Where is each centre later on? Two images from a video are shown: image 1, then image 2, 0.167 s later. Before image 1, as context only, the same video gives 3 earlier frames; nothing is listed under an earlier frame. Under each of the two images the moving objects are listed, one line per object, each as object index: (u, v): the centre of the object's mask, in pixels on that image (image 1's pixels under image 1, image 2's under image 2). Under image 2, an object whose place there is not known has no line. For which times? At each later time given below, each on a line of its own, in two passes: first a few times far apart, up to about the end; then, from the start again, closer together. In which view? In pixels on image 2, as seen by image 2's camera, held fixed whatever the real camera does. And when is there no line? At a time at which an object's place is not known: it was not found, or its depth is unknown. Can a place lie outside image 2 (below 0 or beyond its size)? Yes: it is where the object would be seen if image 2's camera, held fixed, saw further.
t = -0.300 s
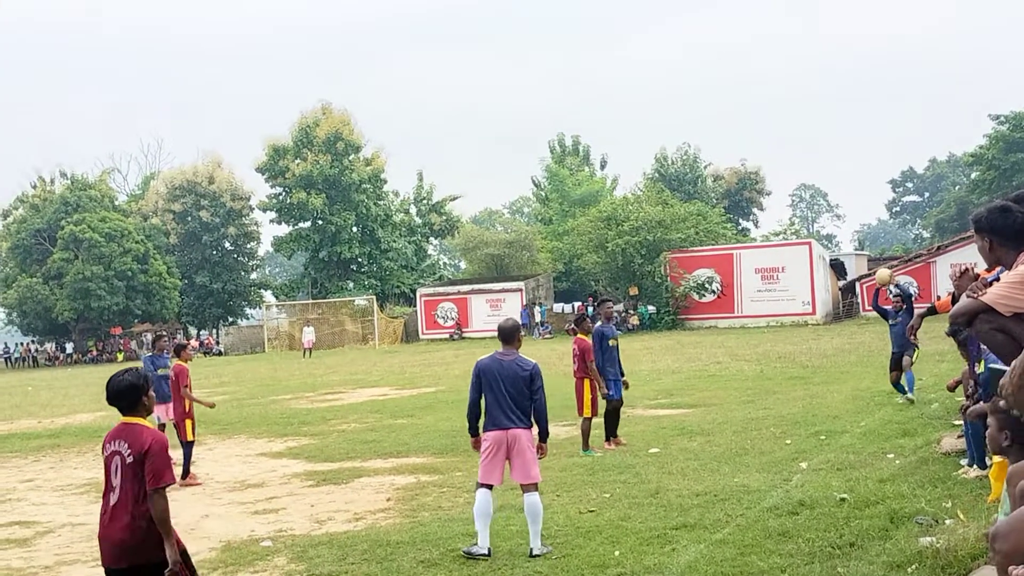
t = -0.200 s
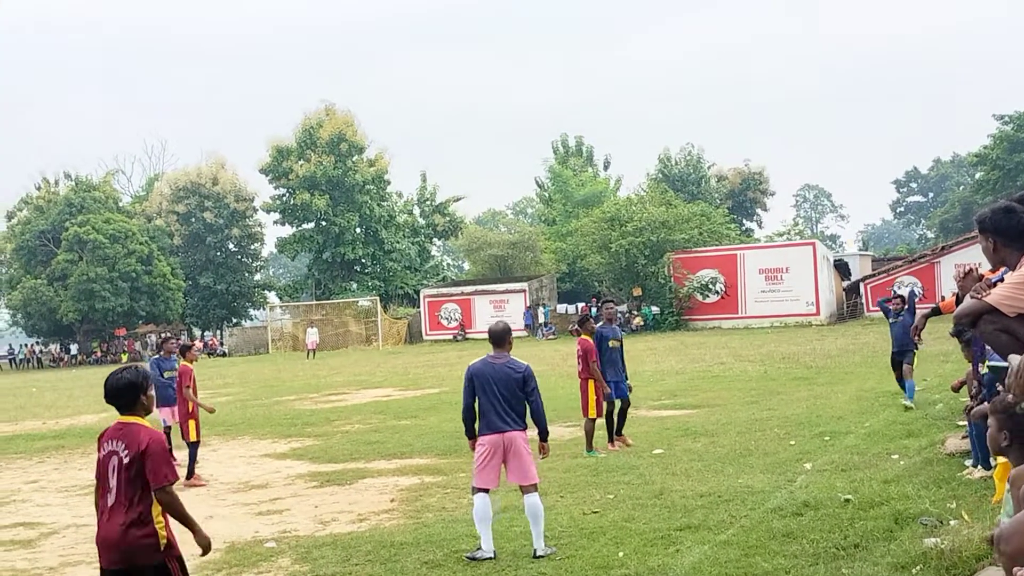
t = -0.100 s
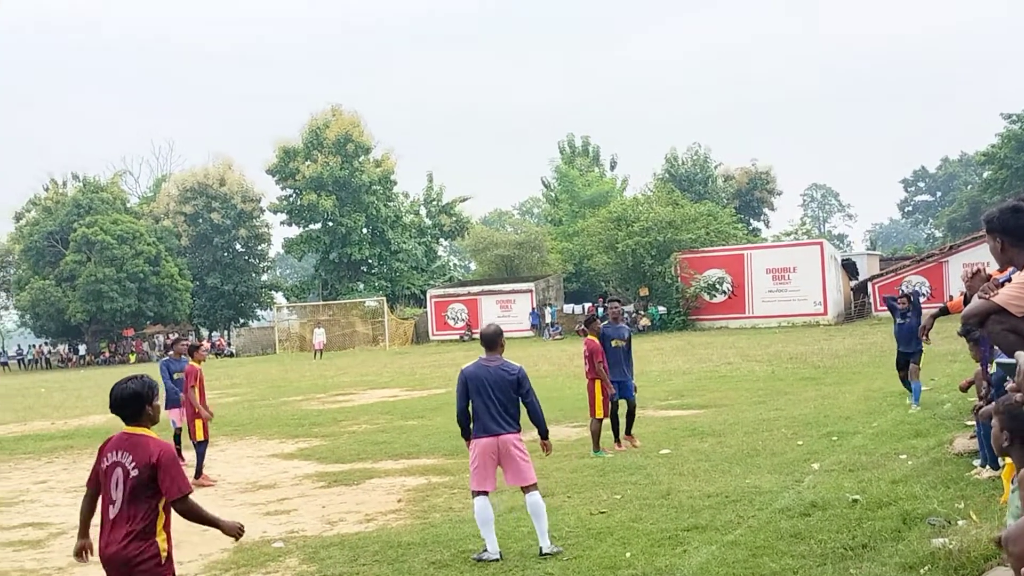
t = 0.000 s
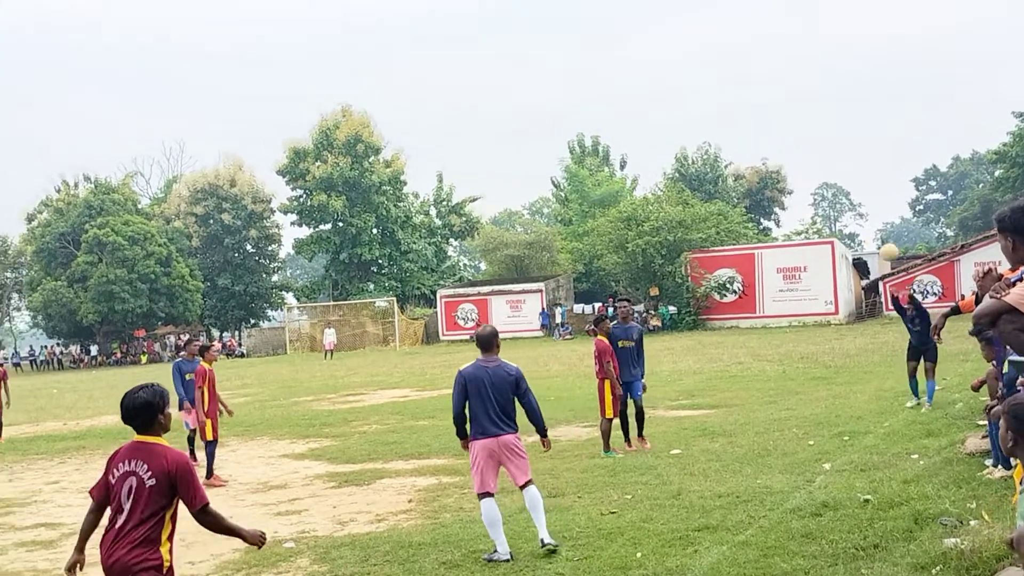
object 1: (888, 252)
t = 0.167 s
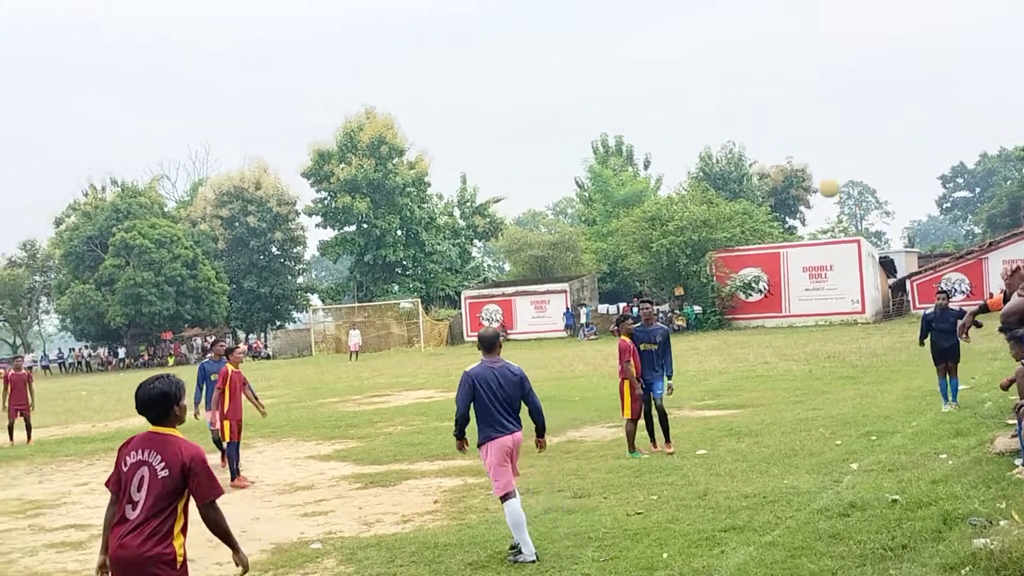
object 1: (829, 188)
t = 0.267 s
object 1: (764, 153)
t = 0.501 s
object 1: (541, 74)
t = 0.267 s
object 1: (764, 153)
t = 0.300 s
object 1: (740, 141)
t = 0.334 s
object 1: (714, 129)
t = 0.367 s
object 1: (685, 117)
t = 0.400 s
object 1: (654, 106)
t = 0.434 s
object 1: (619, 95)
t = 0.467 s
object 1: (582, 84)
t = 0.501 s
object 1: (541, 74)
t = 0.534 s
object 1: (496, 66)
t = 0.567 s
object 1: (448, 58)
